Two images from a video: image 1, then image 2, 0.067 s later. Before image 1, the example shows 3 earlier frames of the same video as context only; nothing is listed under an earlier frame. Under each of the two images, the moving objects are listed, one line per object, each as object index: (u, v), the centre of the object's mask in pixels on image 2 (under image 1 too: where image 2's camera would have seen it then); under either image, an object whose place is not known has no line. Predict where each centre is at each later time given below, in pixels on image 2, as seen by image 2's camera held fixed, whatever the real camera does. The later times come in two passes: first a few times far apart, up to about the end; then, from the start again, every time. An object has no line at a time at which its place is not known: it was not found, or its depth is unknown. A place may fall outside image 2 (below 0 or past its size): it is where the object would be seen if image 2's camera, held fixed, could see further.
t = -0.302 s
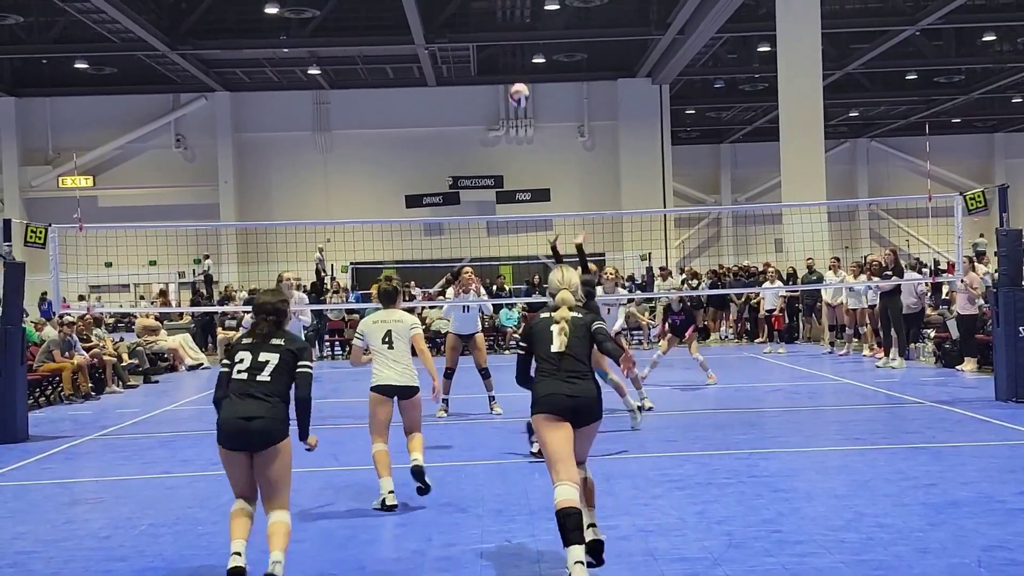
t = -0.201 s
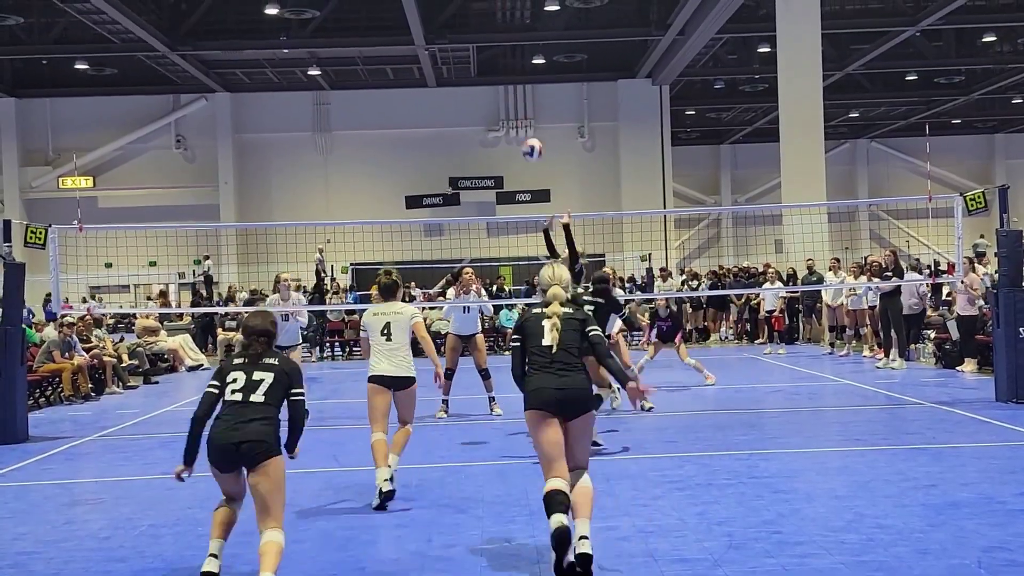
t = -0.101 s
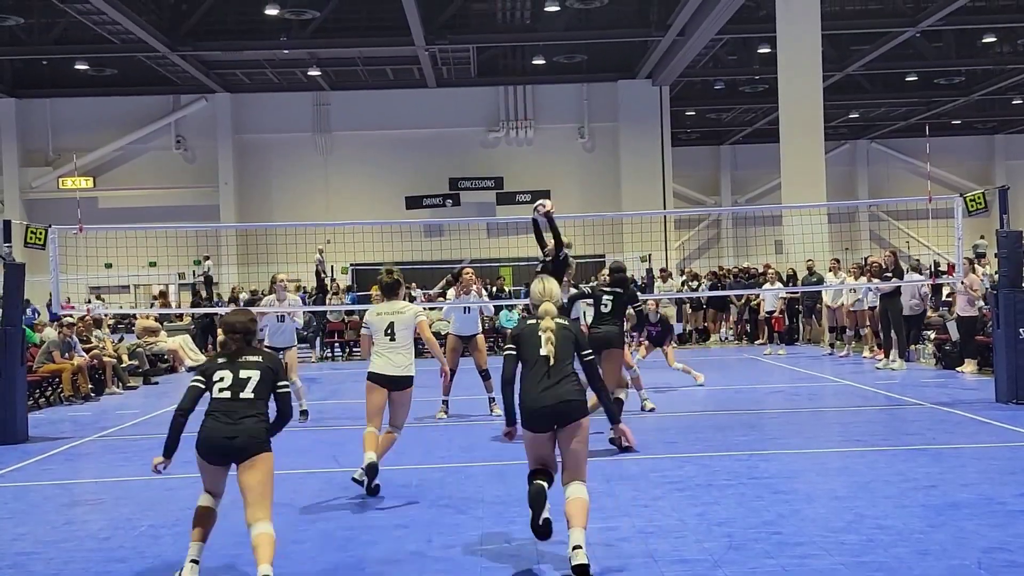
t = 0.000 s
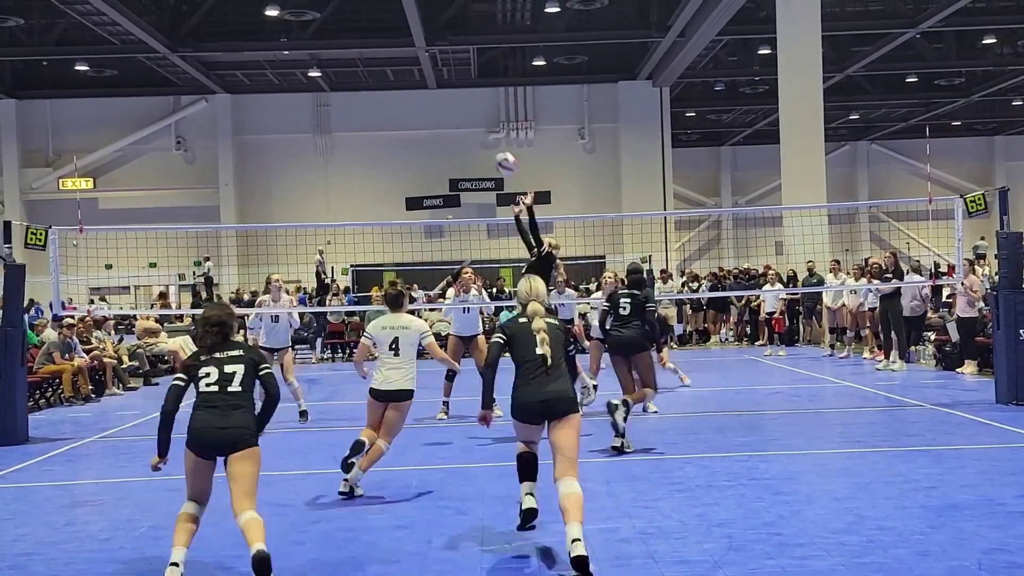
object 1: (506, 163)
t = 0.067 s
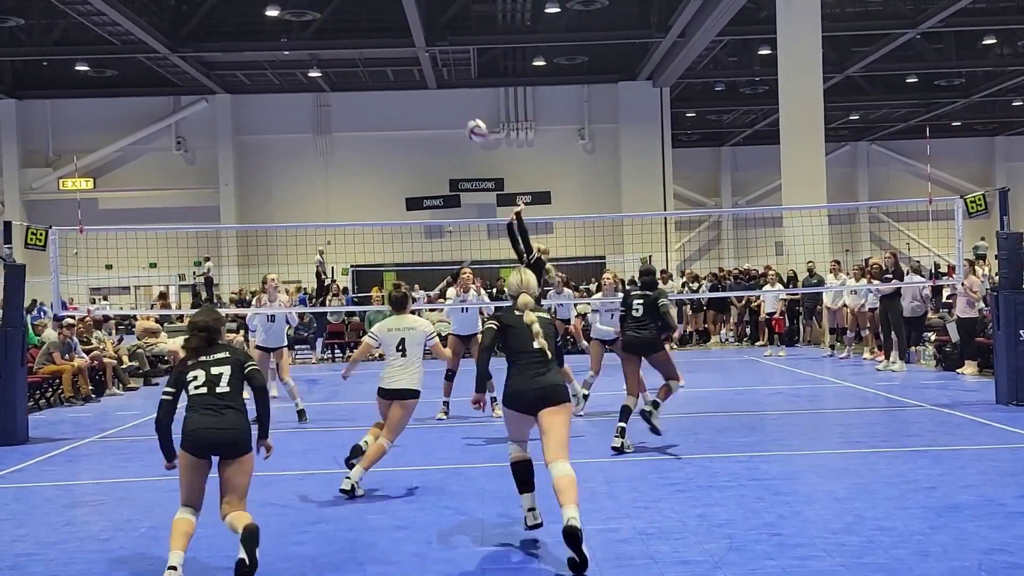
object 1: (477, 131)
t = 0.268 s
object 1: (392, 59)
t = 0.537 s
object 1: (284, 28)
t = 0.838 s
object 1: (171, 78)
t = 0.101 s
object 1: (462, 116)
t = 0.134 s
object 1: (448, 102)
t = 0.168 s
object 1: (434, 89)
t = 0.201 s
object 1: (419, 78)
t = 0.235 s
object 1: (406, 68)
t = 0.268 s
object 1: (392, 59)
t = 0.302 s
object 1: (378, 51)
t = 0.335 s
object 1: (364, 44)
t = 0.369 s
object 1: (351, 39)
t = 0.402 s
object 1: (337, 34)
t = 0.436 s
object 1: (324, 31)
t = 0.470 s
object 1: (310, 29)
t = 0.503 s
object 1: (297, 28)
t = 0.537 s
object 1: (284, 28)
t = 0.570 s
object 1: (271, 29)
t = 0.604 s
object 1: (258, 31)
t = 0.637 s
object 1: (245, 35)
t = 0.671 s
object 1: (233, 39)
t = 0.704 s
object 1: (220, 44)
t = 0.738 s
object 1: (208, 51)
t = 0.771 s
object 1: (196, 59)
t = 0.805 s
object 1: (183, 68)
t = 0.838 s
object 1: (171, 78)
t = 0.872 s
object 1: (159, 89)
